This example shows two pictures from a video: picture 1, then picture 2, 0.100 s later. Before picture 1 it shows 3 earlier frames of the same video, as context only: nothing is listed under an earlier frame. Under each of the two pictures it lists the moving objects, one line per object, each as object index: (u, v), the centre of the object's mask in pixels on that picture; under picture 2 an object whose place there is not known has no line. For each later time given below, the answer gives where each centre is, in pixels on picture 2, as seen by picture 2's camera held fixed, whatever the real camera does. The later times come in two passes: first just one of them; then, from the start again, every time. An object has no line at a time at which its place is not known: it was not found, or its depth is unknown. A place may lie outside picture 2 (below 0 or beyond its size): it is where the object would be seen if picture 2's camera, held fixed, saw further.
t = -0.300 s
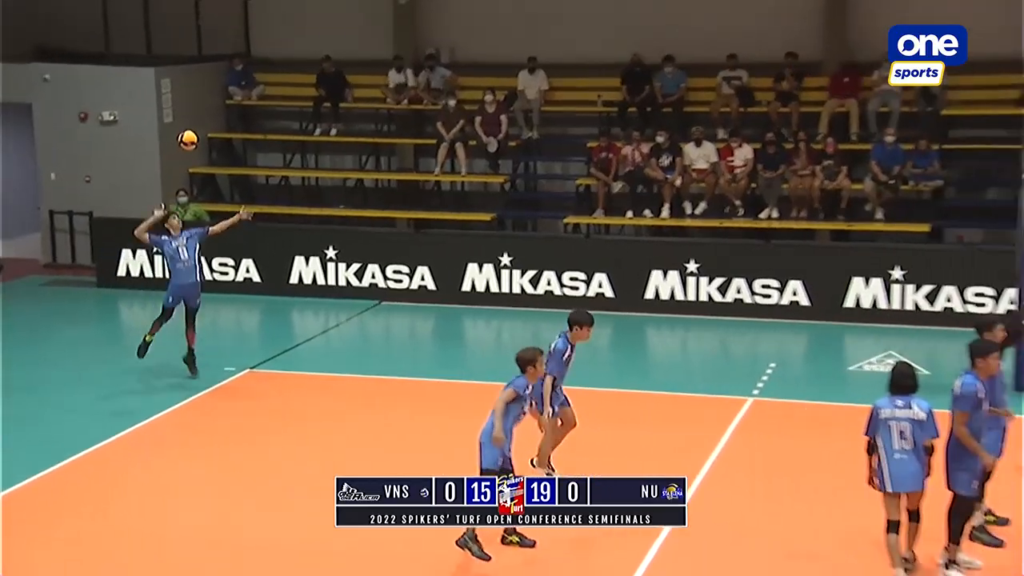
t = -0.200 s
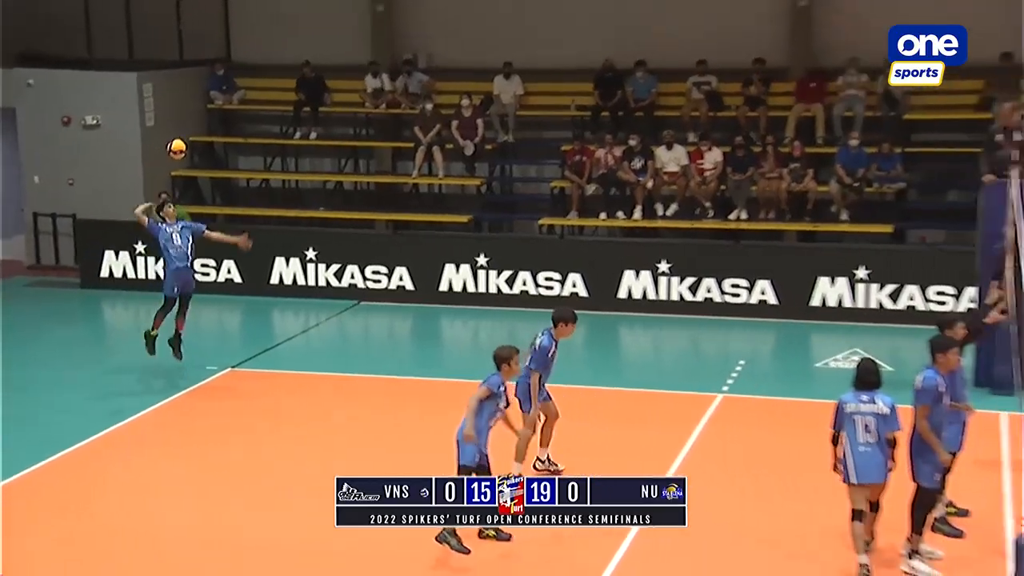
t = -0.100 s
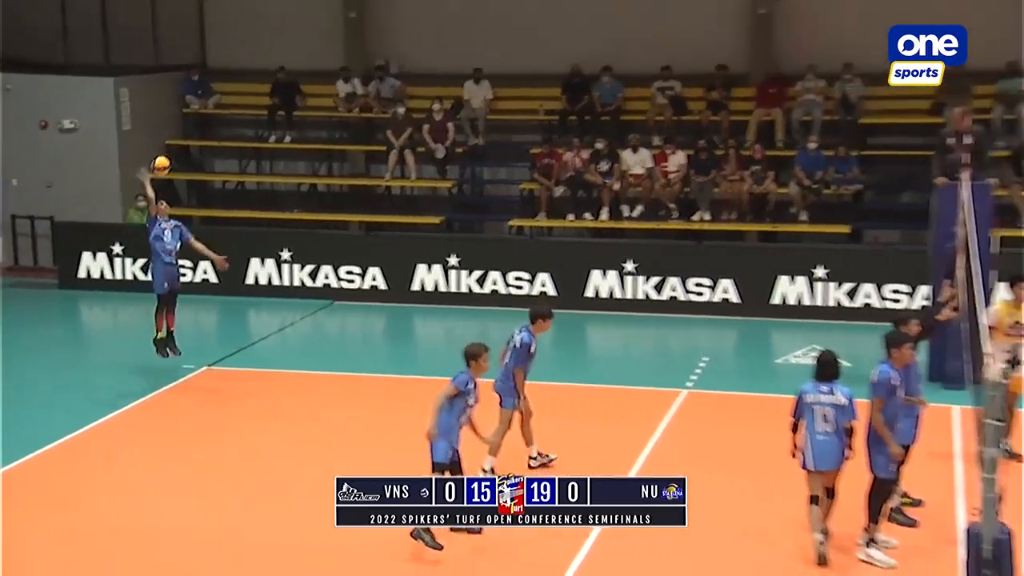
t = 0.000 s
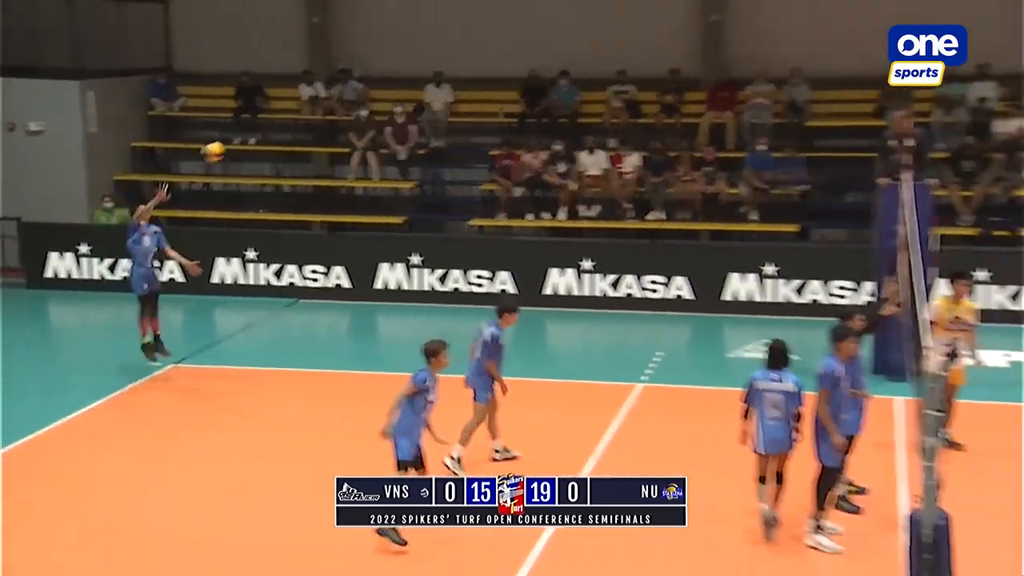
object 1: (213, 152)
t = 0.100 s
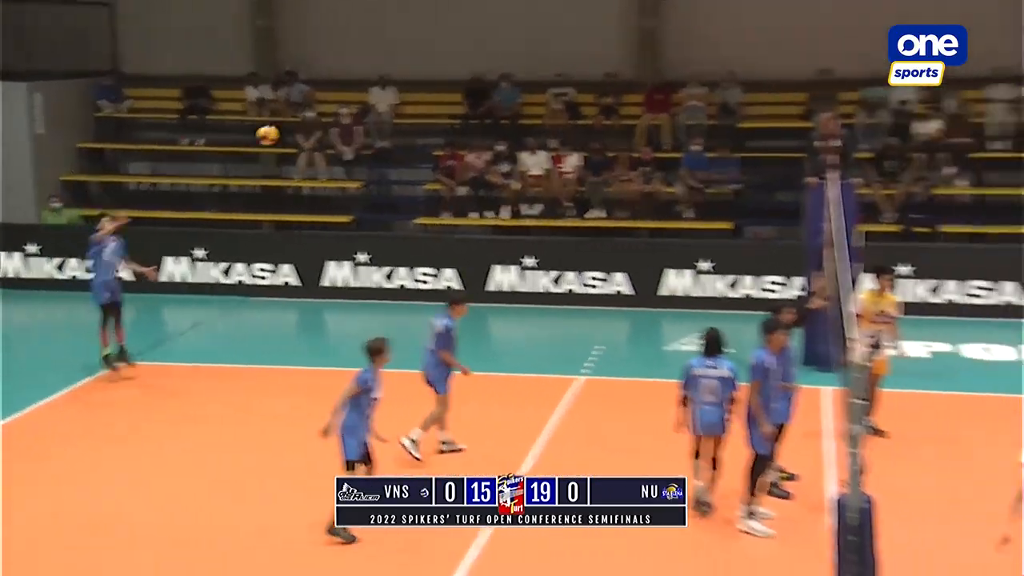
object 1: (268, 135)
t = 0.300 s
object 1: (495, 123)
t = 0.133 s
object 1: (303, 131)
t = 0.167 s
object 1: (341, 128)
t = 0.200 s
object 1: (379, 125)
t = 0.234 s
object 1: (417, 124)
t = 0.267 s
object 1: (455, 123)
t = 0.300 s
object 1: (495, 123)
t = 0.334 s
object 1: (535, 125)
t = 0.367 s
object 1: (576, 127)
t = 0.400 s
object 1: (617, 130)
